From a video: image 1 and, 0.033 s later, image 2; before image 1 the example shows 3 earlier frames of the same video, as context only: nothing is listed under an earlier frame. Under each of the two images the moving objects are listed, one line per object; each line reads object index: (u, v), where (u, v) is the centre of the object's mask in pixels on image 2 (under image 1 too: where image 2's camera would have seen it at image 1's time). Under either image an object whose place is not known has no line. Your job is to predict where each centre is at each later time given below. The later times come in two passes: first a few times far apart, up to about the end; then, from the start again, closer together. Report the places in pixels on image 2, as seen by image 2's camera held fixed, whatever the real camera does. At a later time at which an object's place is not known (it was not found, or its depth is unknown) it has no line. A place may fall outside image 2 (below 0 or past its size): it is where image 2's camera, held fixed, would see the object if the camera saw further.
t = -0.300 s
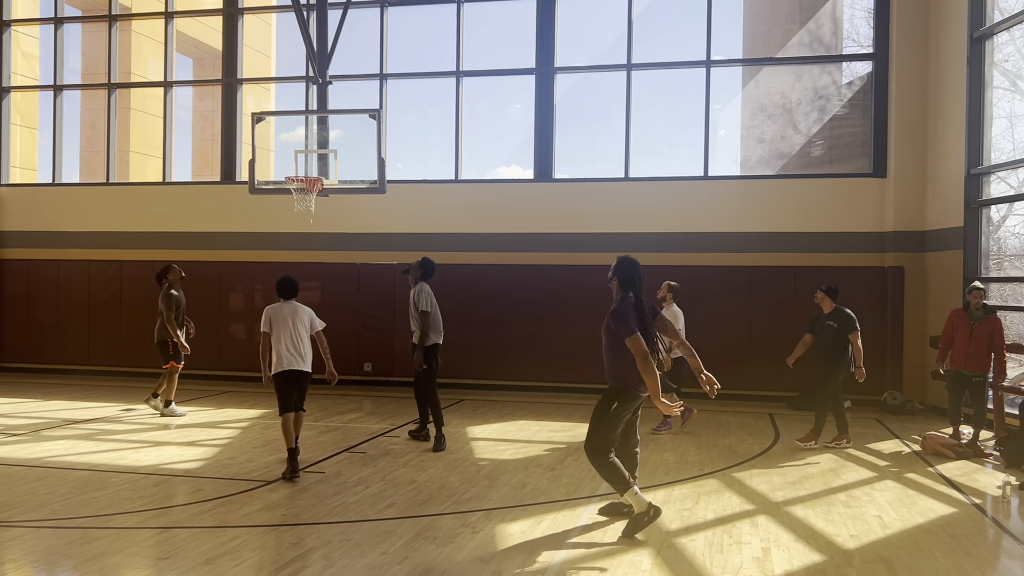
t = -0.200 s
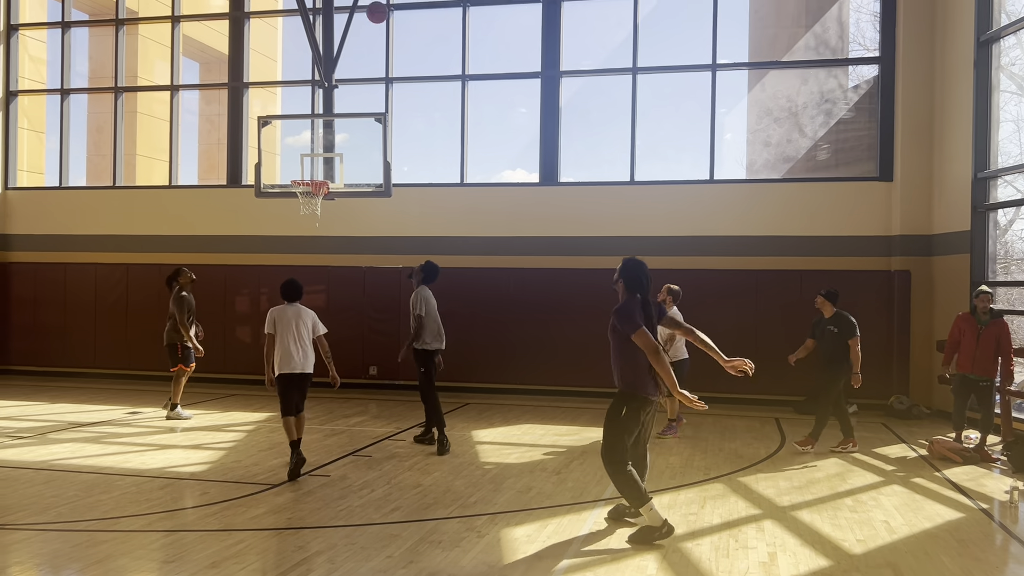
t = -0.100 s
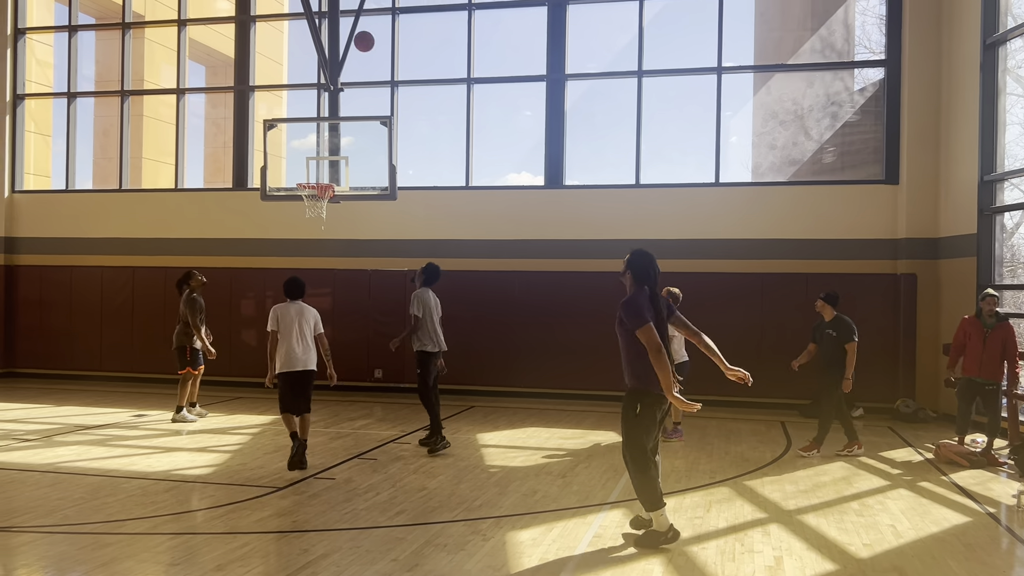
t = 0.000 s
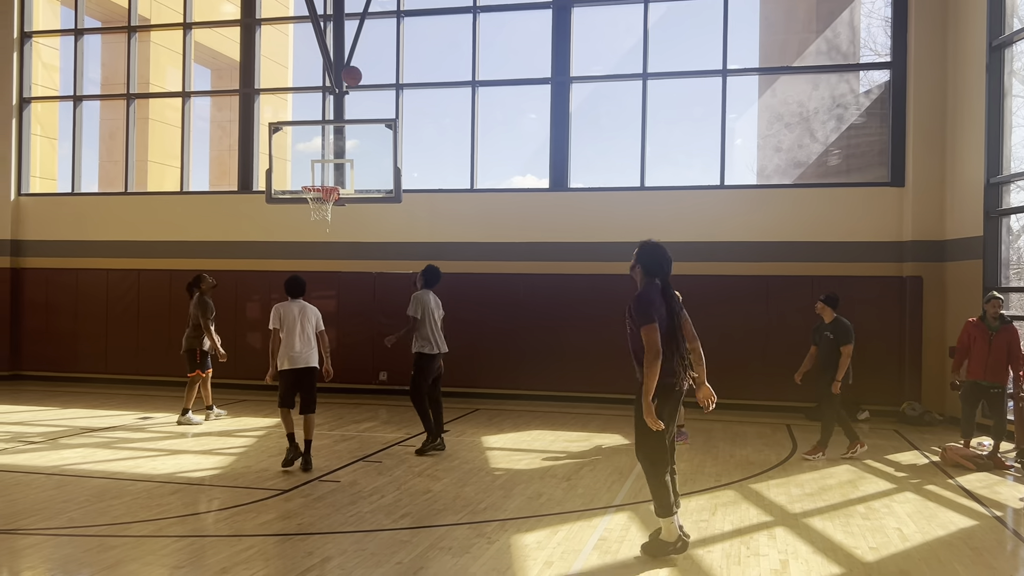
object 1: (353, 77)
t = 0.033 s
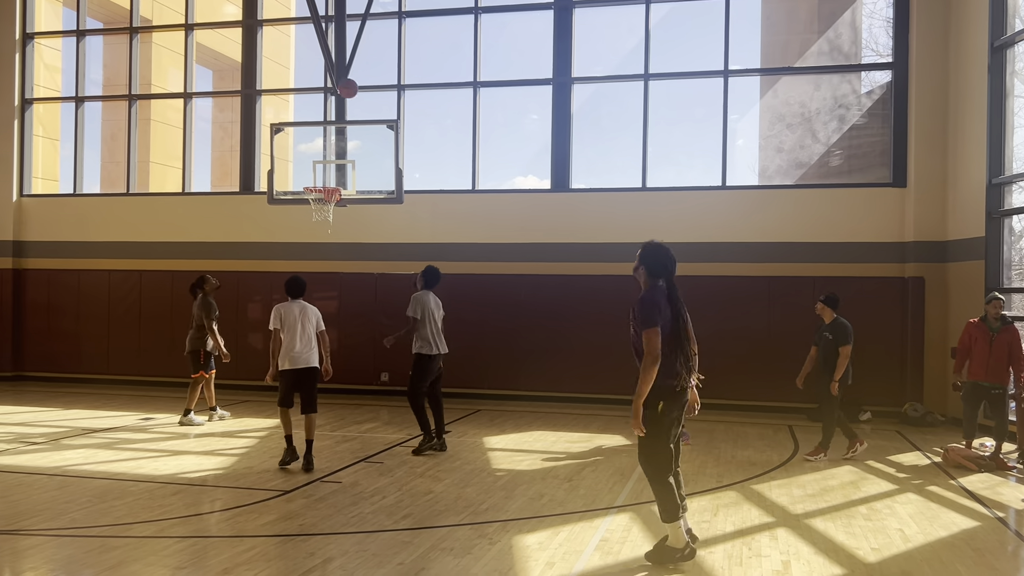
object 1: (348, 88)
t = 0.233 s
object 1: (318, 169)
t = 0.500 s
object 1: (311, 139)
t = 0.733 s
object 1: (278, 110)
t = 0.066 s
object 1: (343, 100)
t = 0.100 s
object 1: (338, 113)
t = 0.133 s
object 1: (333, 126)
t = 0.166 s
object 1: (328, 140)
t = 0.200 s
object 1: (323, 154)
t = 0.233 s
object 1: (318, 169)
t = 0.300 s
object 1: (323, 182)
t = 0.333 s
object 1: (333, 181)
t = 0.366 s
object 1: (329, 173)
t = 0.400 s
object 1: (324, 163)
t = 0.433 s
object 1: (320, 154)
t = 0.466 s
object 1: (315, 146)
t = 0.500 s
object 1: (311, 139)
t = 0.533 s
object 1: (306, 132)
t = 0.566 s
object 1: (301, 126)
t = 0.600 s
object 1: (297, 121)
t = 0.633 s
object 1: (292, 117)
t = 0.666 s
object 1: (287, 114)
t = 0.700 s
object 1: (283, 112)
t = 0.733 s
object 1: (278, 110)
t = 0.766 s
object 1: (273, 109)
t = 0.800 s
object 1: (268, 109)
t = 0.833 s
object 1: (263, 110)
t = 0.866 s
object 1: (258, 112)
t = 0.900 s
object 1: (253, 115)
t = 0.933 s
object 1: (249, 119)
